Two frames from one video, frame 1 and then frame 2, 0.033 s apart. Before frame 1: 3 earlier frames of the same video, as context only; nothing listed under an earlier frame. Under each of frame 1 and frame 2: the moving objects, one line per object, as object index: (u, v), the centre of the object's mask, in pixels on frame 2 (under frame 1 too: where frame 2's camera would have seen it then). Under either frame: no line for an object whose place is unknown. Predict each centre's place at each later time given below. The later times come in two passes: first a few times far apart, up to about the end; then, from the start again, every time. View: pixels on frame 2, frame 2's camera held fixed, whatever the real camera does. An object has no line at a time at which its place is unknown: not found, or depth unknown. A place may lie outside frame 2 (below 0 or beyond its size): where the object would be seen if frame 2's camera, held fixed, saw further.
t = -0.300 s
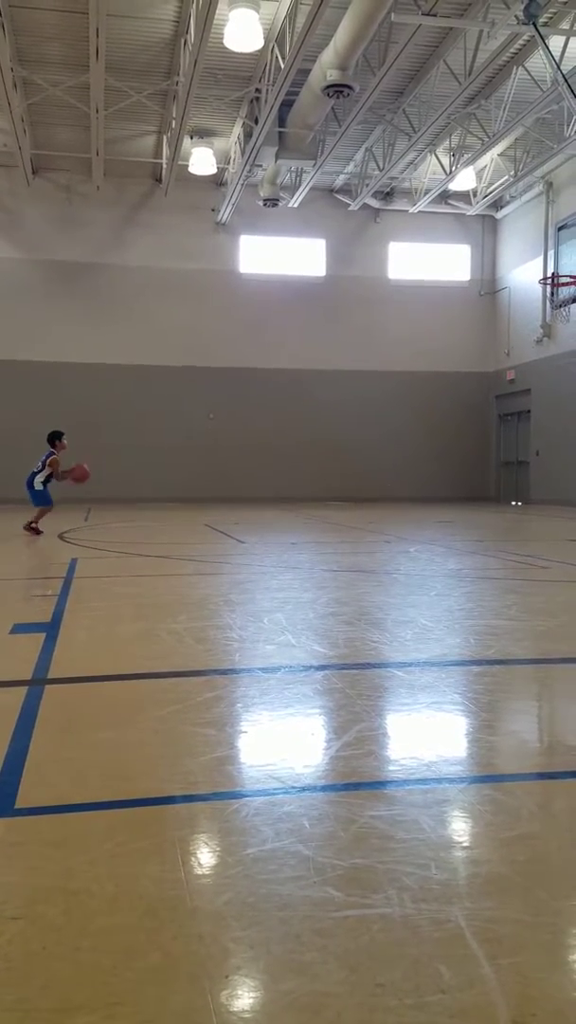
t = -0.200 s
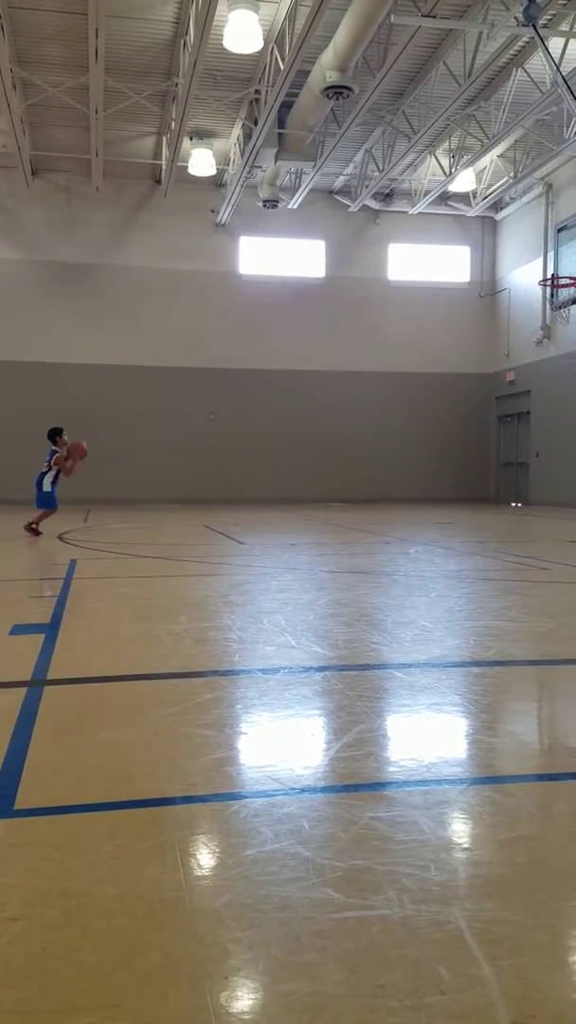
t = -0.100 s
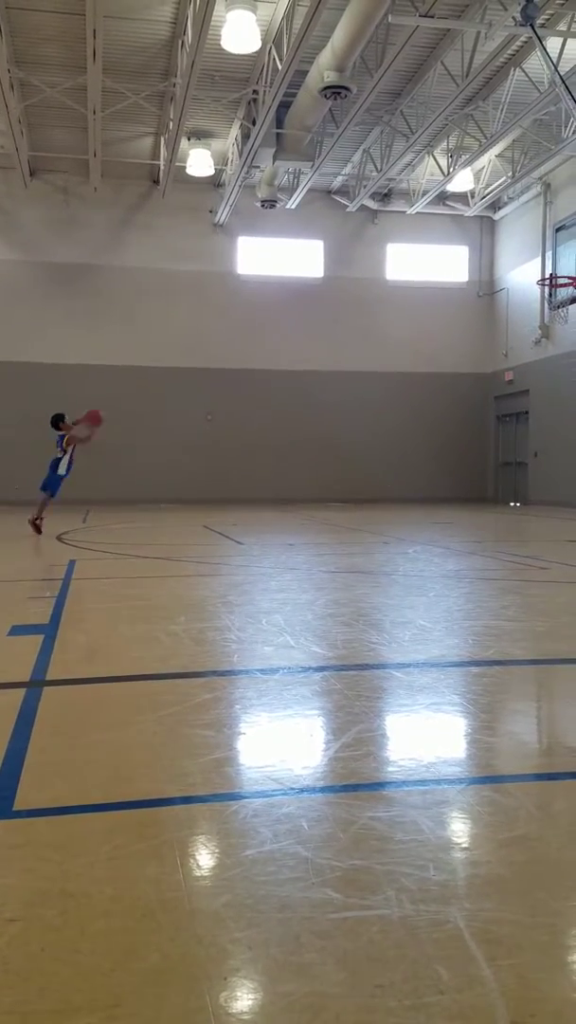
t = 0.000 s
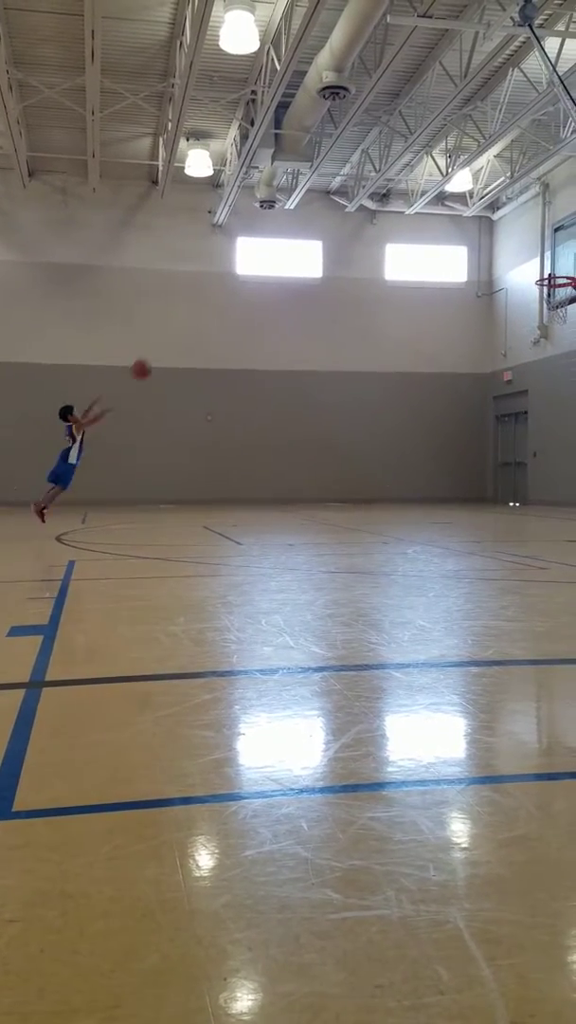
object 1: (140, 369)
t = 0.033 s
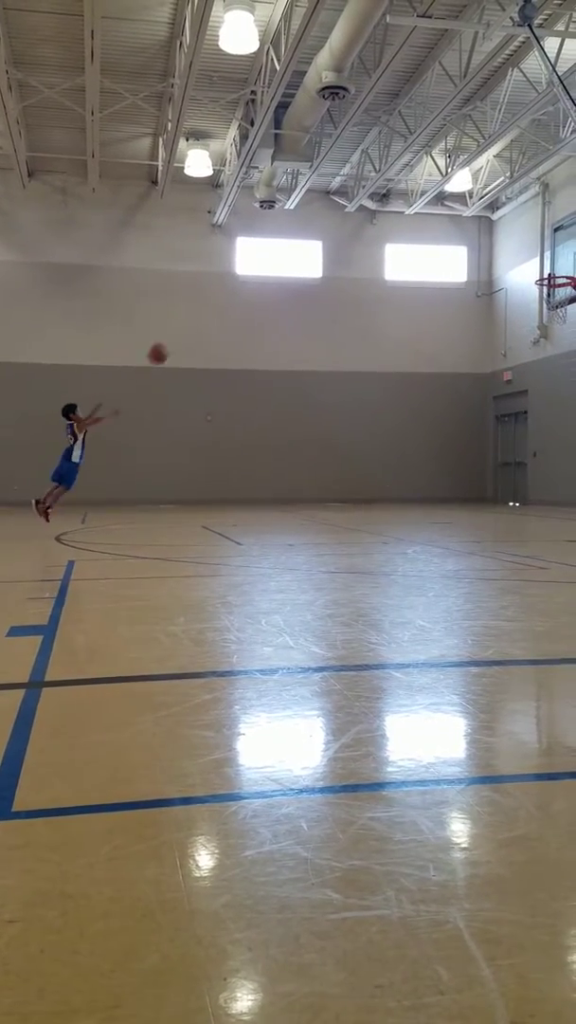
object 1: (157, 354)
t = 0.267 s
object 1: (268, 279)
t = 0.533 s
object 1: (387, 246)
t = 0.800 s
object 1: (499, 270)
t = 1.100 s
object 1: (520, 378)
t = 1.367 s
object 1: (510, 515)
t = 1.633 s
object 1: (477, 413)
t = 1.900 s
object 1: (446, 368)
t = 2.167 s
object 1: (414, 379)
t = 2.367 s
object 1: (391, 424)
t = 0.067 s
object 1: (174, 340)
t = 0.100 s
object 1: (190, 327)
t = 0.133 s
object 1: (205, 315)
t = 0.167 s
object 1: (222, 304)
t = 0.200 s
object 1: (237, 295)
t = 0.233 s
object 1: (252, 287)
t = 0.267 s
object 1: (268, 279)
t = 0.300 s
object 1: (284, 272)
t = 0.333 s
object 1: (299, 264)
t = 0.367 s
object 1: (315, 259)
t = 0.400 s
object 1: (330, 255)
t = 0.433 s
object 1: (344, 252)
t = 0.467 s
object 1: (359, 248)
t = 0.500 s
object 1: (373, 247)
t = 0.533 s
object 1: (387, 246)
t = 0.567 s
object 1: (402, 245)
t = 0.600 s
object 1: (416, 245)
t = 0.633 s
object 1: (431, 247)
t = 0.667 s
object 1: (445, 250)
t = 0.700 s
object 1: (459, 254)
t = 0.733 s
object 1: (473, 259)
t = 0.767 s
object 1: (485, 264)
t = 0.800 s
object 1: (499, 270)
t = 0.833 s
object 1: (512, 277)
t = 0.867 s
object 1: (526, 284)
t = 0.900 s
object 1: (529, 294)
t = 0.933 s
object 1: (527, 306)
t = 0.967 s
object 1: (526, 319)
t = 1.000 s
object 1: (524, 332)
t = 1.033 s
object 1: (523, 347)
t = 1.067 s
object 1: (521, 363)
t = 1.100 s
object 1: (520, 378)
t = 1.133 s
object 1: (517, 396)
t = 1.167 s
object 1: (518, 416)
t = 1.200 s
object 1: (514, 431)
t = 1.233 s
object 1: (513, 449)
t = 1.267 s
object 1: (511, 467)
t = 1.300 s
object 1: (512, 489)
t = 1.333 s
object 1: (511, 511)
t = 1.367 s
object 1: (510, 515)
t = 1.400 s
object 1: (504, 498)
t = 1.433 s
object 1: (499, 485)
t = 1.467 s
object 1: (496, 470)
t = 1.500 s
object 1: (492, 457)
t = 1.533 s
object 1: (488, 444)
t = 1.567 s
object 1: (484, 433)
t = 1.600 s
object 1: (480, 423)
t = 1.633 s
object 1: (477, 413)
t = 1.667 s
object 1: (473, 405)
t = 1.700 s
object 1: (469, 397)
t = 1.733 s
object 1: (465, 390)
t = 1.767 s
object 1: (461, 384)
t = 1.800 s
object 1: (457, 379)
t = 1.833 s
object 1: (453, 374)
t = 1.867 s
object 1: (450, 371)
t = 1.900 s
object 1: (446, 368)
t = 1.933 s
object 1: (442, 367)
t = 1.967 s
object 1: (438, 365)
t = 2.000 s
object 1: (434, 365)
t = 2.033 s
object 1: (430, 366)
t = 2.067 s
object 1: (426, 368)
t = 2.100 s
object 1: (422, 371)
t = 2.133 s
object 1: (419, 375)
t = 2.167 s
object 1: (414, 379)
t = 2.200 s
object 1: (410, 385)
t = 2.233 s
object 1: (407, 391)
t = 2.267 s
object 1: (403, 398)
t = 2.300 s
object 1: (398, 406)
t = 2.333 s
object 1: (395, 414)
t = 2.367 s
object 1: (391, 424)
